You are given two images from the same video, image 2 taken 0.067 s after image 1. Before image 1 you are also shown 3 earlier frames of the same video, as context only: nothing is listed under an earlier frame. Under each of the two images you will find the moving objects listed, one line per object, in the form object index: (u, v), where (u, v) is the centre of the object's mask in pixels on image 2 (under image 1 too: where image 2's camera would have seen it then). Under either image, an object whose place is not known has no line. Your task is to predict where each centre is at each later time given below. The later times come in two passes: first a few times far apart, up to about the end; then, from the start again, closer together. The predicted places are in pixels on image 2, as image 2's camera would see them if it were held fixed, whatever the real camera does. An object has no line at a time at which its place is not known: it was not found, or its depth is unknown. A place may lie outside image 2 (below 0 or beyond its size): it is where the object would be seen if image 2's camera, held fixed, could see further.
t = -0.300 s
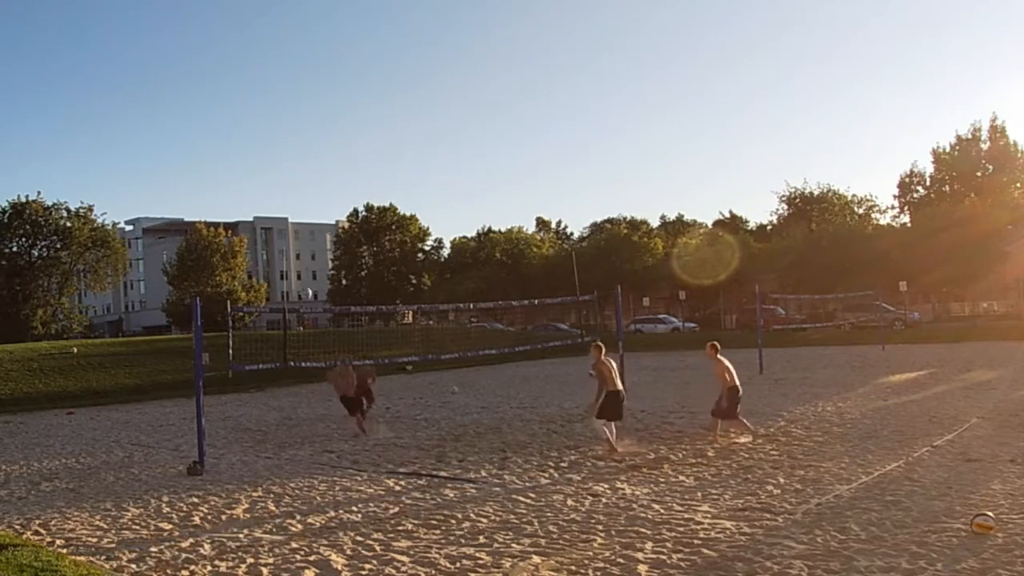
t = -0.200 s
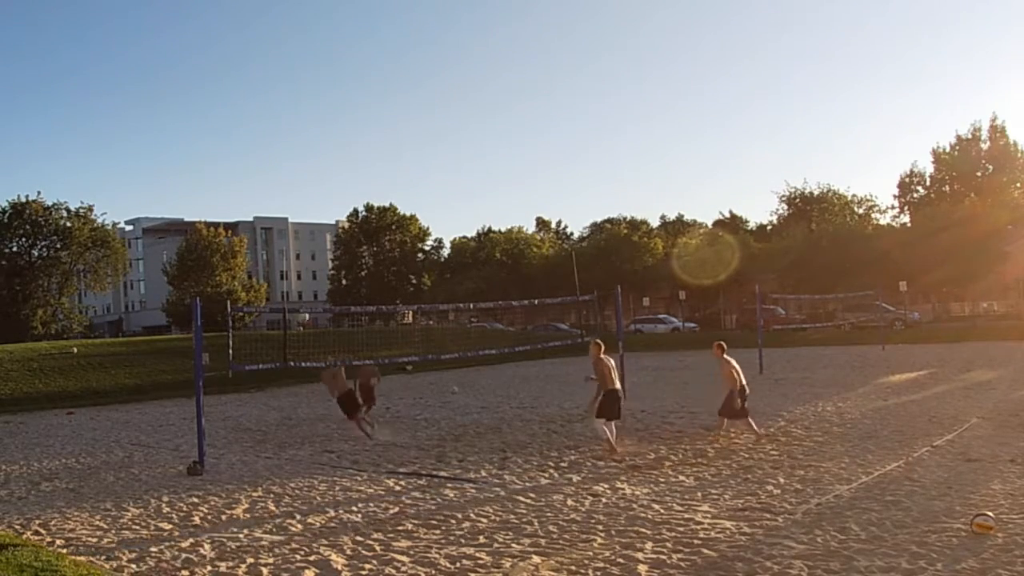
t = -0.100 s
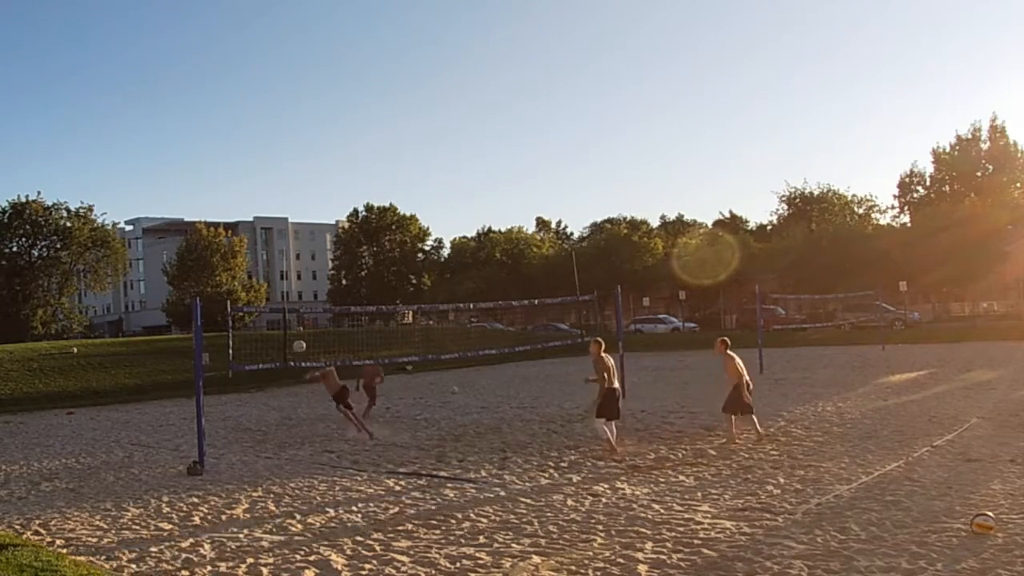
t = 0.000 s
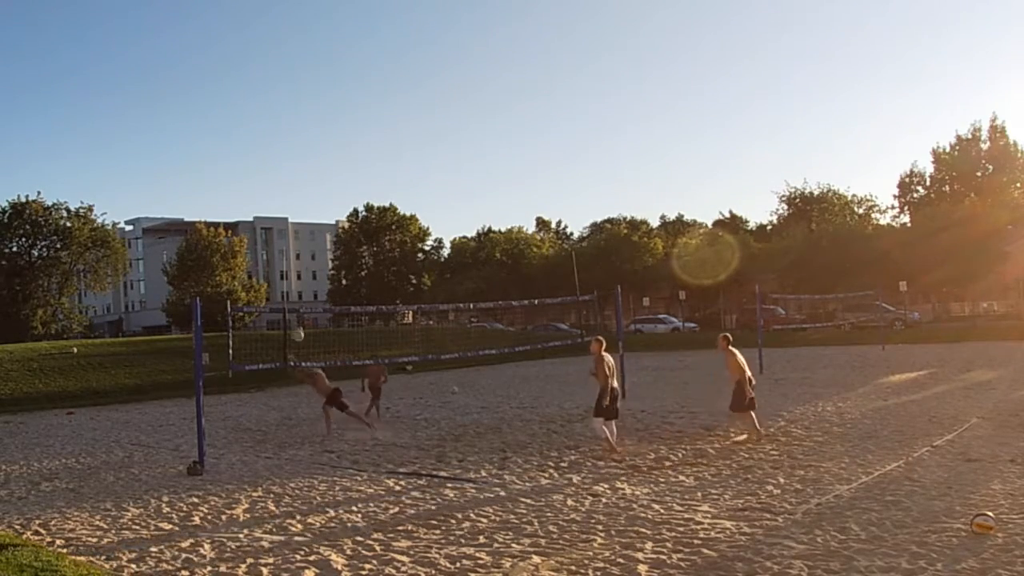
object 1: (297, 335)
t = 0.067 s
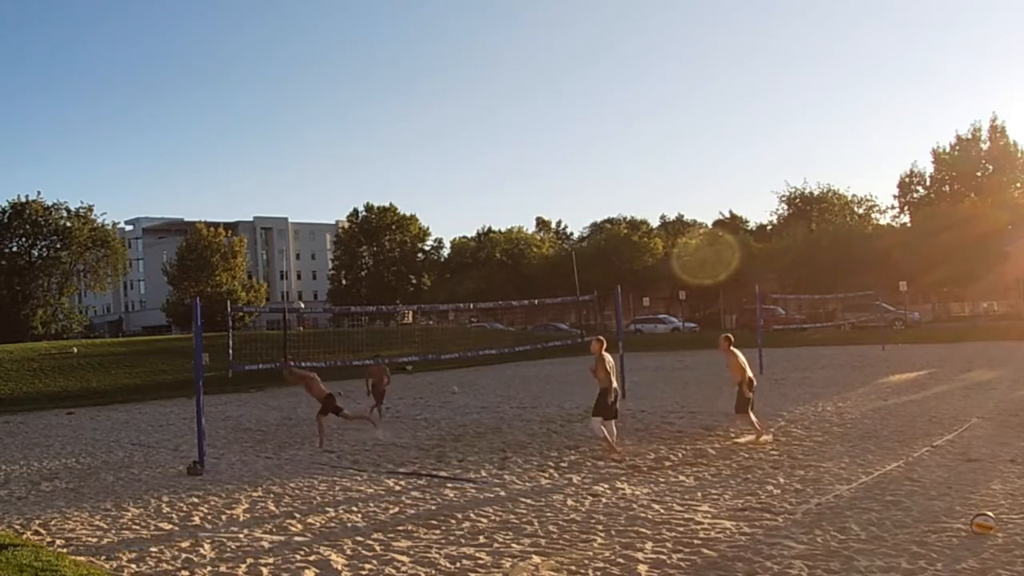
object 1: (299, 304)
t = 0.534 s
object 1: (303, 194)
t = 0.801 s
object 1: (309, 184)
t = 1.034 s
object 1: (315, 203)
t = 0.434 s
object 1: (301, 207)
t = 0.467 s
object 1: (302, 202)
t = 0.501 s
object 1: (302, 197)
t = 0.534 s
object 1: (303, 194)
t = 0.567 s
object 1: (303, 191)
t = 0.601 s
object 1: (304, 188)
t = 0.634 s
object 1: (305, 186)
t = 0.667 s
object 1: (306, 185)
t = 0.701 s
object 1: (307, 184)
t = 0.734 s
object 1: (308, 184)
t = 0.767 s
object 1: (308, 184)
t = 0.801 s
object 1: (309, 184)
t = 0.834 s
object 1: (310, 186)
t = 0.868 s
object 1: (311, 187)
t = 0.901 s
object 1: (312, 190)
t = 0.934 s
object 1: (313, 192)
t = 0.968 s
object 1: (314, 195)
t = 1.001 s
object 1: (315, 199)
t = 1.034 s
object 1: (315, 203)
